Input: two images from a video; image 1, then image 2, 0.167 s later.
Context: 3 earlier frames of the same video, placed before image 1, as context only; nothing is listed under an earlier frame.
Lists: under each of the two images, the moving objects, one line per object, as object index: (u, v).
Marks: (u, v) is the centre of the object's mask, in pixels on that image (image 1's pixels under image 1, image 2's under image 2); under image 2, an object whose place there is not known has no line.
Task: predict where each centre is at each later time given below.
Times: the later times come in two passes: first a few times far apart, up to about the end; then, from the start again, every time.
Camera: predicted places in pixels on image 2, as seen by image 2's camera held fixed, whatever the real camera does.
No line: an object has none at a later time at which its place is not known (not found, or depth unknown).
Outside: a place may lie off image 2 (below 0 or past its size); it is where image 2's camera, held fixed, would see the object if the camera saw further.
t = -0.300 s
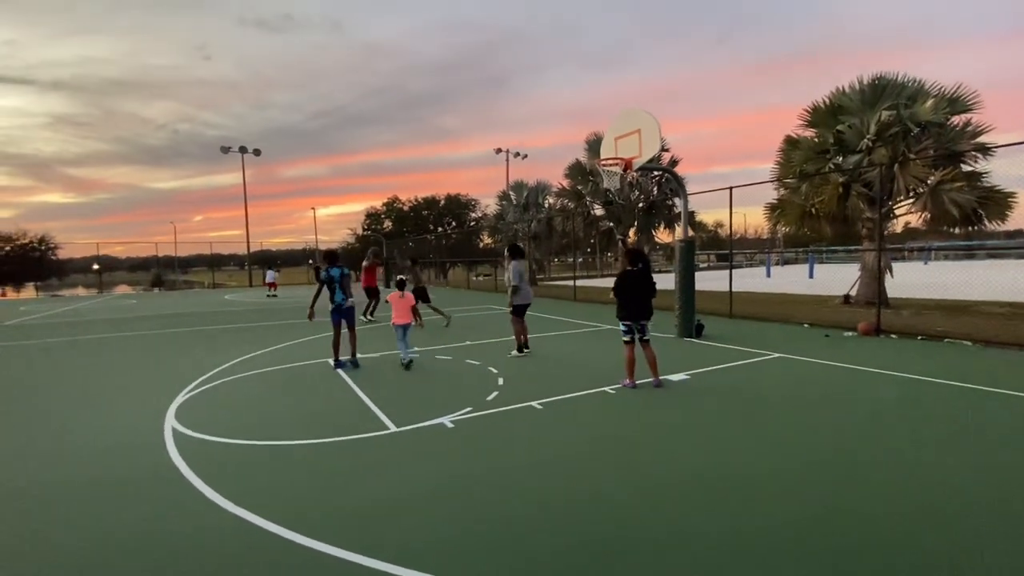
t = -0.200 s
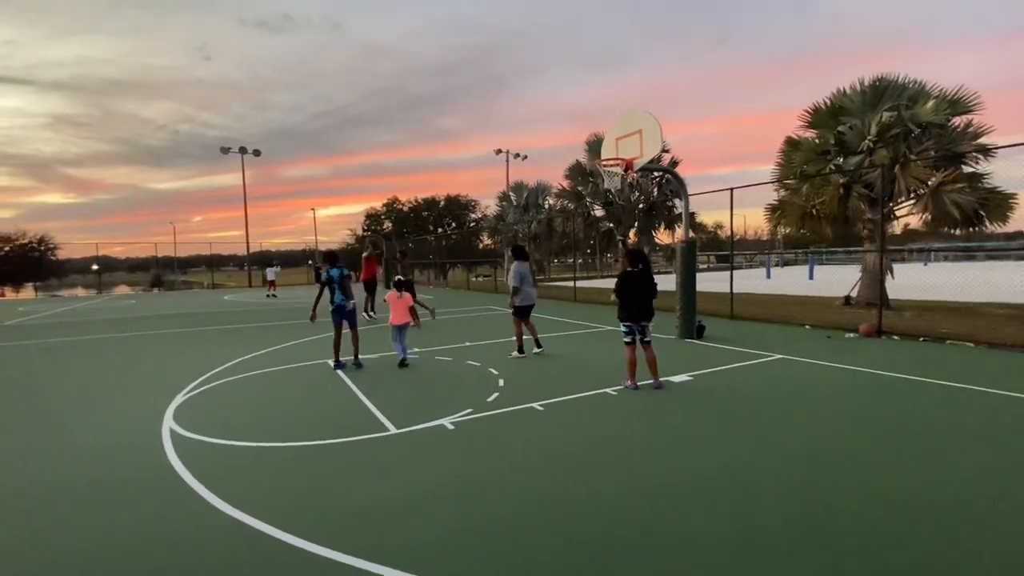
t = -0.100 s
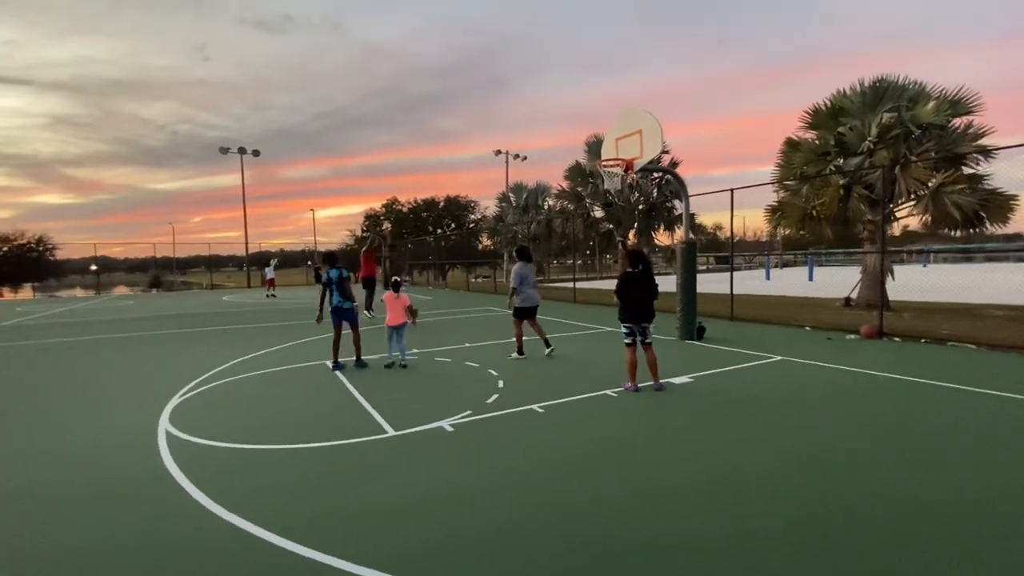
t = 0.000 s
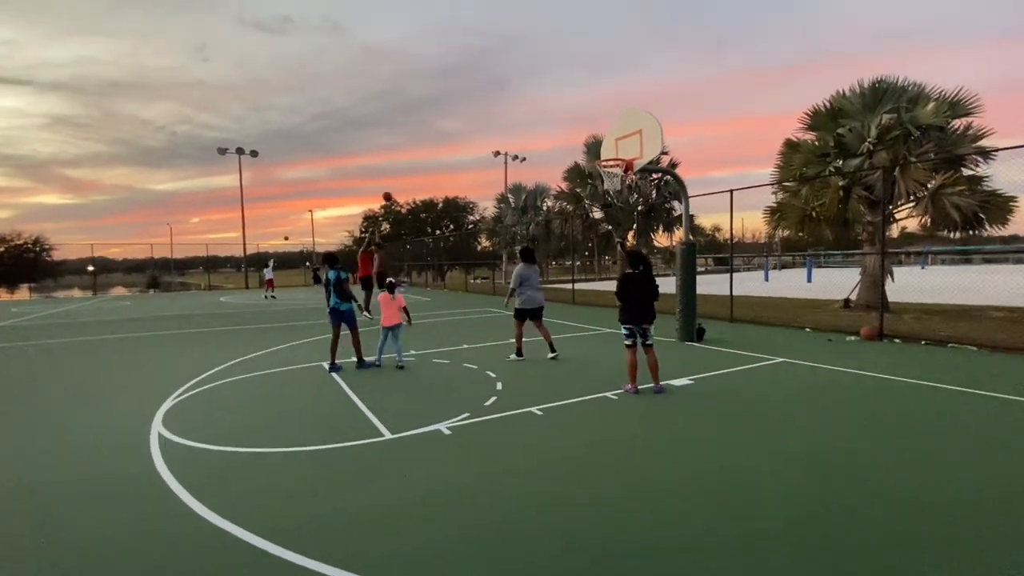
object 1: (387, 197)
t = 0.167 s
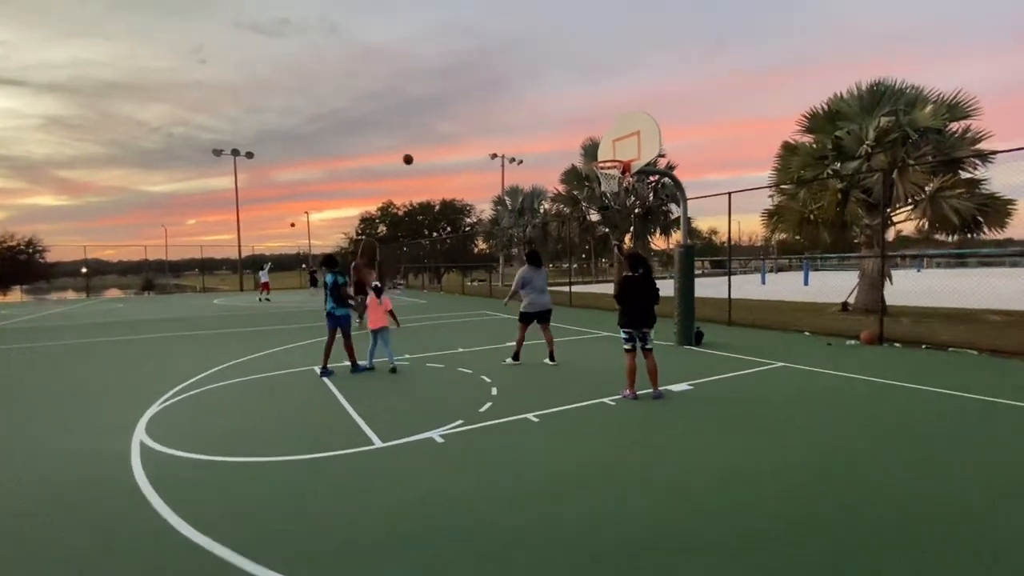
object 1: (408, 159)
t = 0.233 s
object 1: (418, 146)
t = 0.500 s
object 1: (466, 110)
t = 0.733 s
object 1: (519, 103)
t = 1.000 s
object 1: (592, 138)
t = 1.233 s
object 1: (619, 130)
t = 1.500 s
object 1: (595, 98)
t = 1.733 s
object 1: (571, 115)
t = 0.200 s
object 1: (413, 152)
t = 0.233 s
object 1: (418, 146)
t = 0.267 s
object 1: (424, 140)
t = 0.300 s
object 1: (429, 134)
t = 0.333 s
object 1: (435, 129)
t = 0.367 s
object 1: (440, 124)
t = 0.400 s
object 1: (447, 120)
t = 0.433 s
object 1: (453, 116)
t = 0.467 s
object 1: (460, 112)
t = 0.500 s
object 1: (466, 110)
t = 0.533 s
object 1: (473, 107)
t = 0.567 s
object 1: (480, 105)
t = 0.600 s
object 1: (487, 104)
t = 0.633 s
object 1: (495, 103)
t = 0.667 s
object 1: (503, 102)
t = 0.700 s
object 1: (511, 102)
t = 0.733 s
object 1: (519, 103)
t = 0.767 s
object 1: (528, 105)
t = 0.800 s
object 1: (537, 107)
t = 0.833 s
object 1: (545, 110)
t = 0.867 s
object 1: (555, 114)
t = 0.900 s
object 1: (564, 119)
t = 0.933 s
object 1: (573, 125)
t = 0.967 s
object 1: (582, 131)
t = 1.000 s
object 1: (592, 138)
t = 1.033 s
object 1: (604, 146)
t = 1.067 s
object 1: (614, 154)
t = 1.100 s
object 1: (620, 154)
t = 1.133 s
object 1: (626, 152)
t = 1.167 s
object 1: (624, 144)
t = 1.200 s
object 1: (622, 136)
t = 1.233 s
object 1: (619, 130)
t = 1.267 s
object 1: (617, 123)
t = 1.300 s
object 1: (614, 117)
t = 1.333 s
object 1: (611, 112)
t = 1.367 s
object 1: (608, 108)
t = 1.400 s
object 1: (605, 104)
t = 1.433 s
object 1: (601, 101)
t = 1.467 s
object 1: (599, 99)
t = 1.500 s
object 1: (595, 98)
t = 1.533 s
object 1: (592, 98)
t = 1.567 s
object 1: (589, 98)
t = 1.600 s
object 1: (585, 99)
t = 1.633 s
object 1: (582, 102)
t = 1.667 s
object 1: (578, 105)
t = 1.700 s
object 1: (574, 109)
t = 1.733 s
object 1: (571, 115)
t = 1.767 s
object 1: (567, 121)
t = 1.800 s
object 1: (563, 128)
